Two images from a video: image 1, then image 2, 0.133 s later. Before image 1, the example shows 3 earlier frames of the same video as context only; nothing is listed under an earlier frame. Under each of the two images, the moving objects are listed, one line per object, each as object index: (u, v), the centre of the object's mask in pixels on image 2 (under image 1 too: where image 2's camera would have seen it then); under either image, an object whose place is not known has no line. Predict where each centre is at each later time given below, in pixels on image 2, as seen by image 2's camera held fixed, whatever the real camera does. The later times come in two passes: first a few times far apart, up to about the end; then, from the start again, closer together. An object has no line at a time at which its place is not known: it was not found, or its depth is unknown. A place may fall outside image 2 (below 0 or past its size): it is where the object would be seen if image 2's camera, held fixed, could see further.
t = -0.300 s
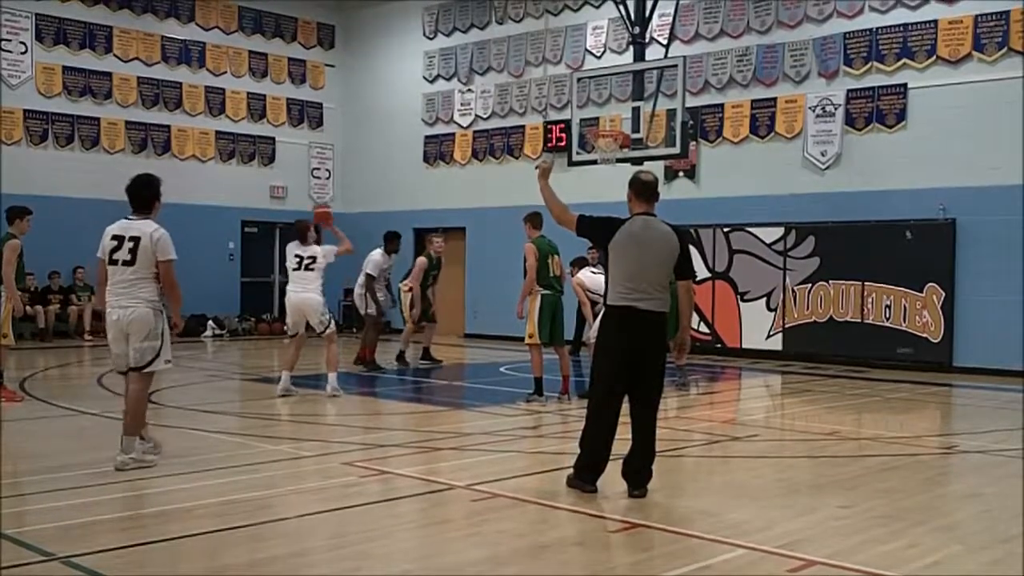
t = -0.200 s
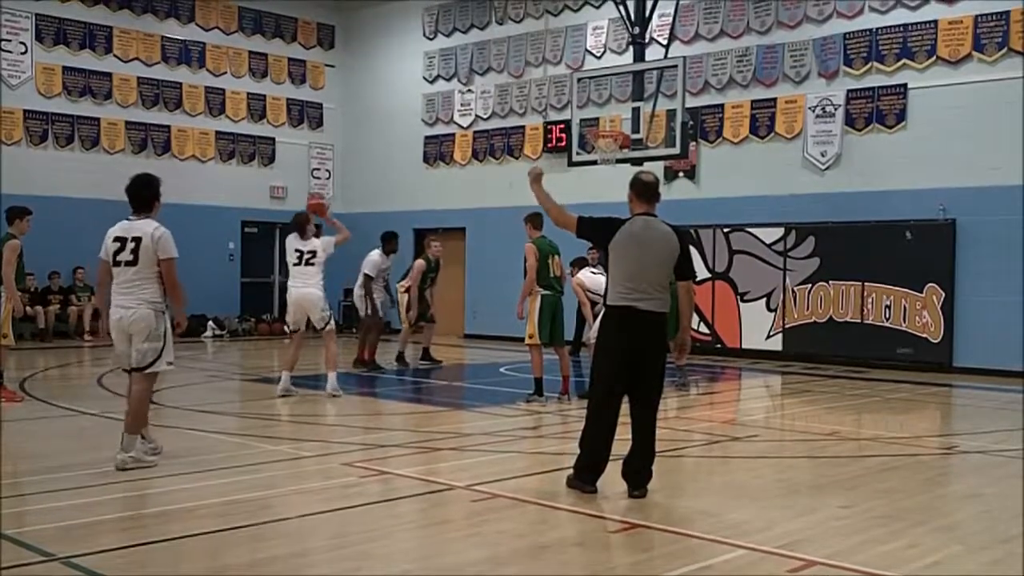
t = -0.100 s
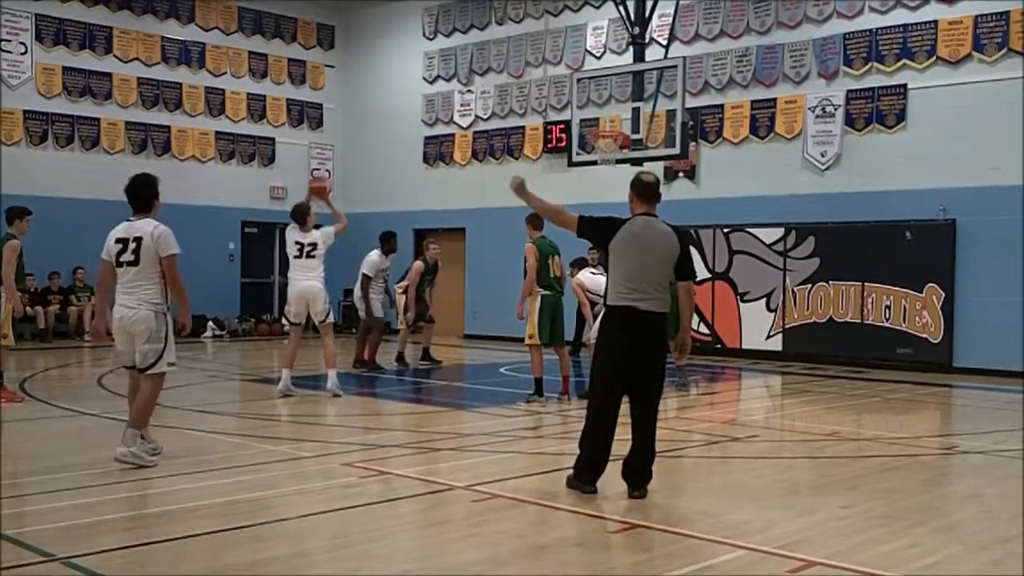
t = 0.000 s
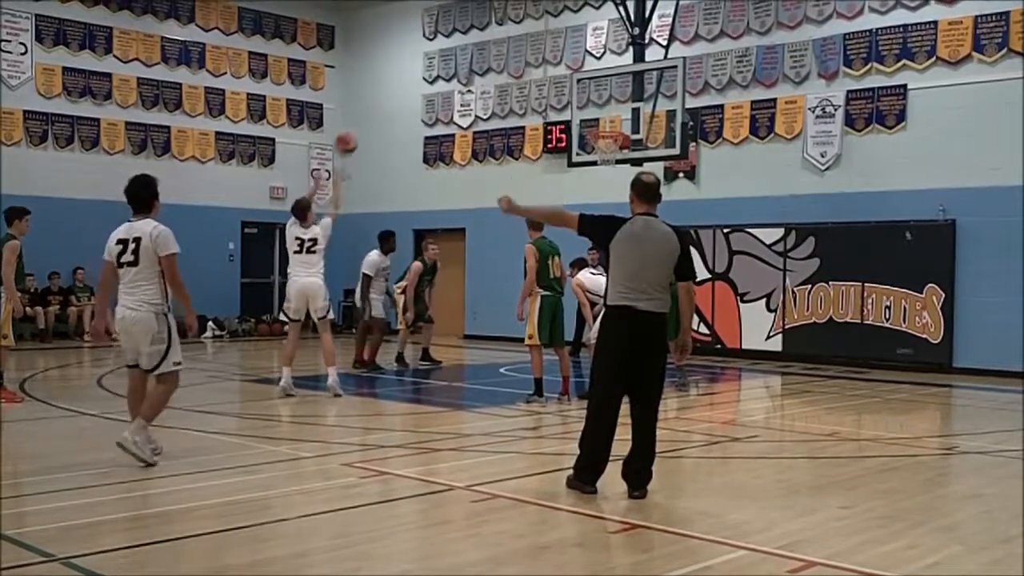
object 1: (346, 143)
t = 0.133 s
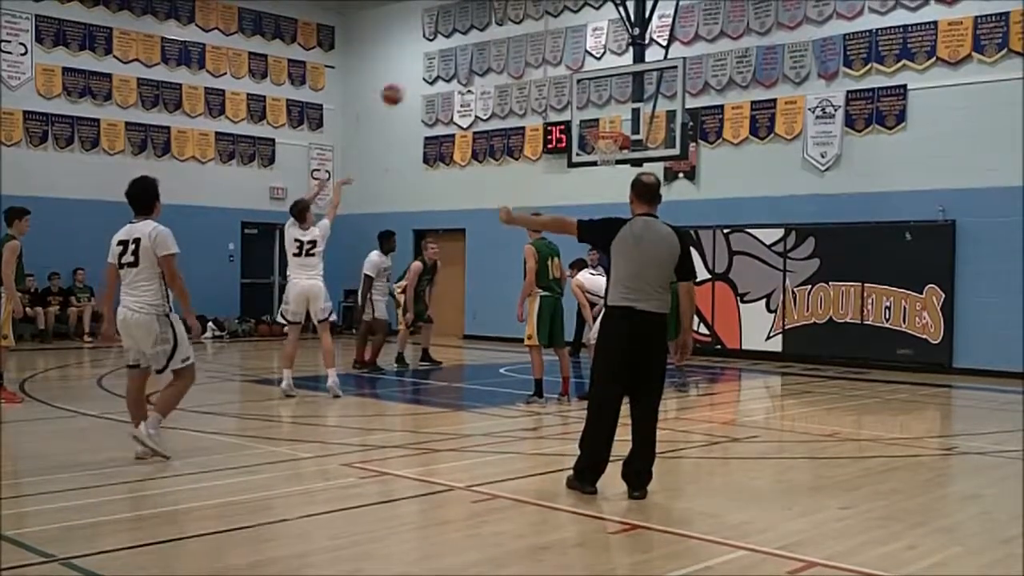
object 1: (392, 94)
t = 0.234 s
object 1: (422, 69)
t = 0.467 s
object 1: (491, 51)
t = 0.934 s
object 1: (601, 139)
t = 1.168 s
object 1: (612, 171)
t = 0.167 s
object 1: (403, 84)
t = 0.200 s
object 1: (413, 77)
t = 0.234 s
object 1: (422, 69)
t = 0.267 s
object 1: (433, 64)
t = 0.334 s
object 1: (452, 55)
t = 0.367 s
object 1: (464, 52)
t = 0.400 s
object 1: (474, 50)
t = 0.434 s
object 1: (482, 49)
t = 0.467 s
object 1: (491, 51)
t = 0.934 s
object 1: (601, 139)
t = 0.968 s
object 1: (608, 149)
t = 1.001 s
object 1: (609, 149)
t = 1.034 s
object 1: (609, 149)
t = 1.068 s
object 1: (609, 151)
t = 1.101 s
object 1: (613, 159)
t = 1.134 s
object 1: (613, 165)
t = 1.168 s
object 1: (612, 171)
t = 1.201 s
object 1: (612, 178)
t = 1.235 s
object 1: (613, 186)
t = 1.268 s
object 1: (613, 195)
